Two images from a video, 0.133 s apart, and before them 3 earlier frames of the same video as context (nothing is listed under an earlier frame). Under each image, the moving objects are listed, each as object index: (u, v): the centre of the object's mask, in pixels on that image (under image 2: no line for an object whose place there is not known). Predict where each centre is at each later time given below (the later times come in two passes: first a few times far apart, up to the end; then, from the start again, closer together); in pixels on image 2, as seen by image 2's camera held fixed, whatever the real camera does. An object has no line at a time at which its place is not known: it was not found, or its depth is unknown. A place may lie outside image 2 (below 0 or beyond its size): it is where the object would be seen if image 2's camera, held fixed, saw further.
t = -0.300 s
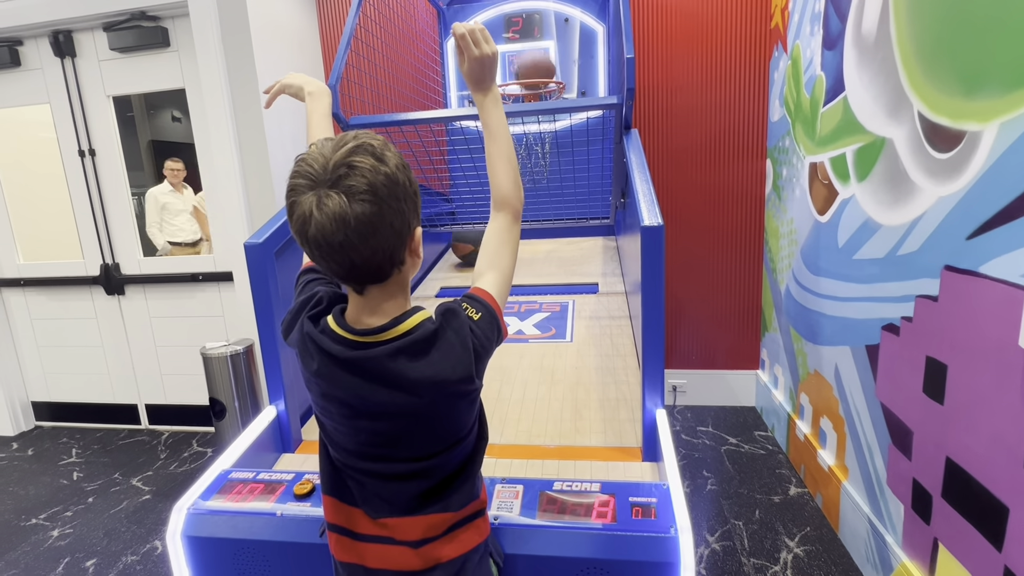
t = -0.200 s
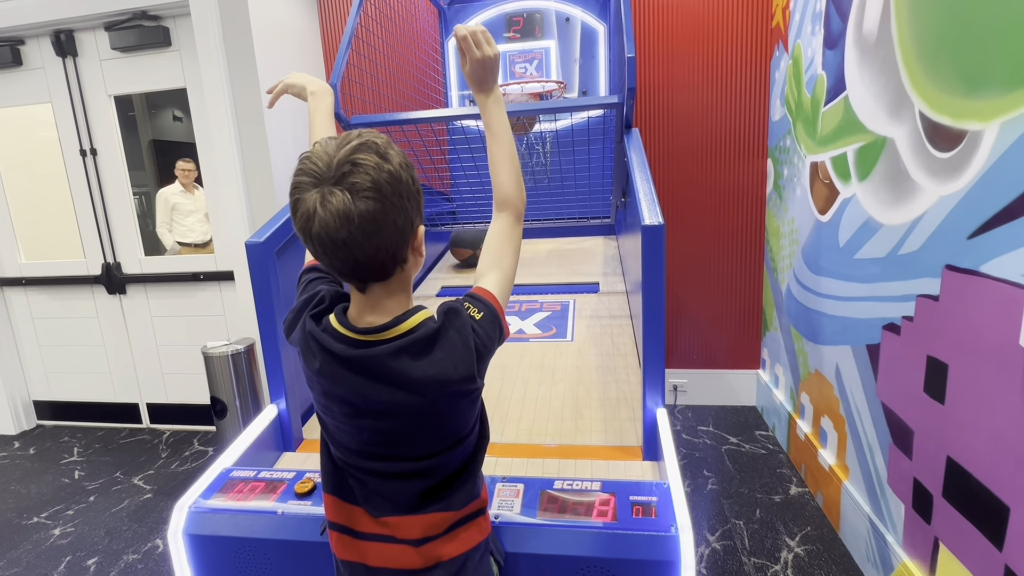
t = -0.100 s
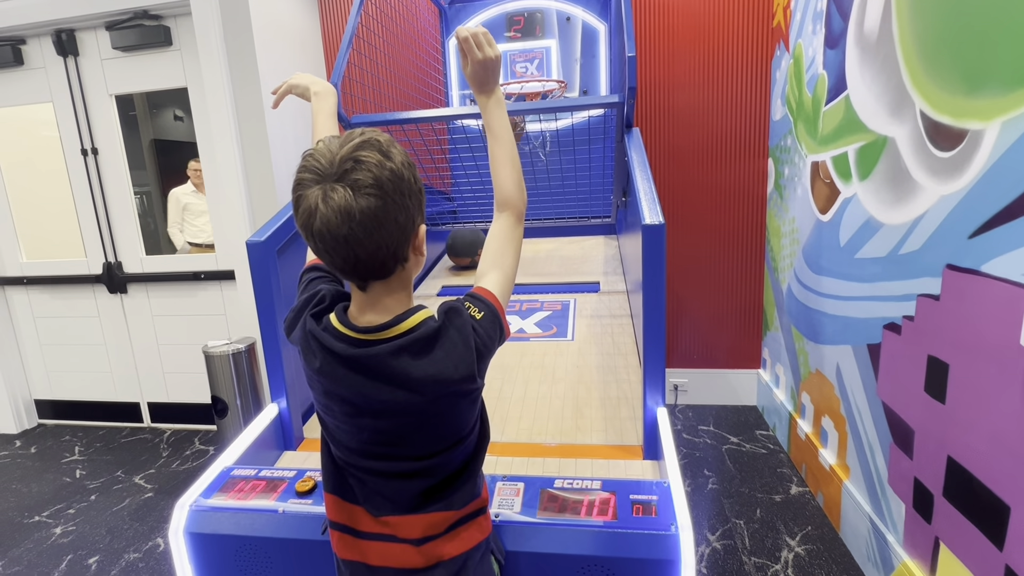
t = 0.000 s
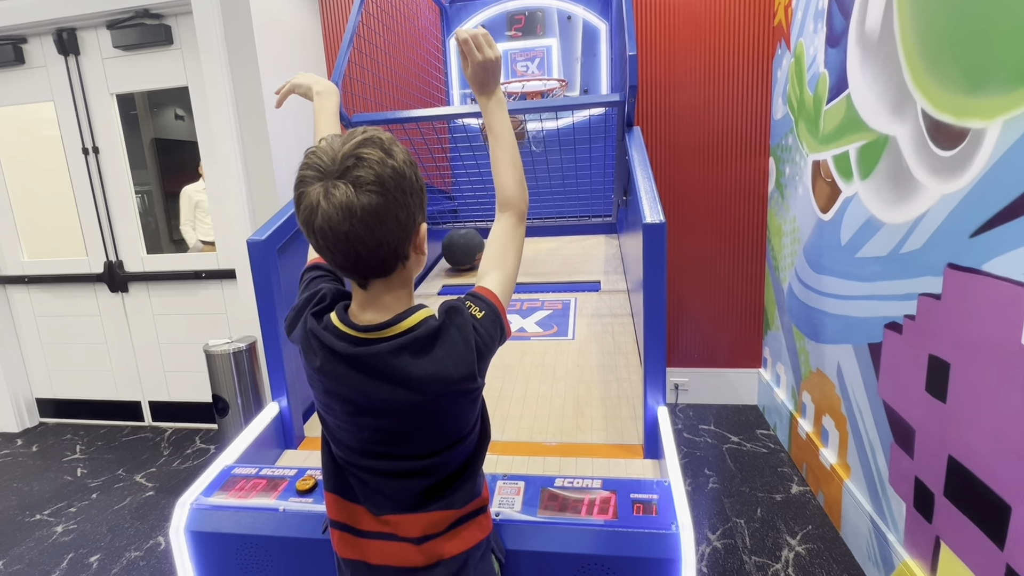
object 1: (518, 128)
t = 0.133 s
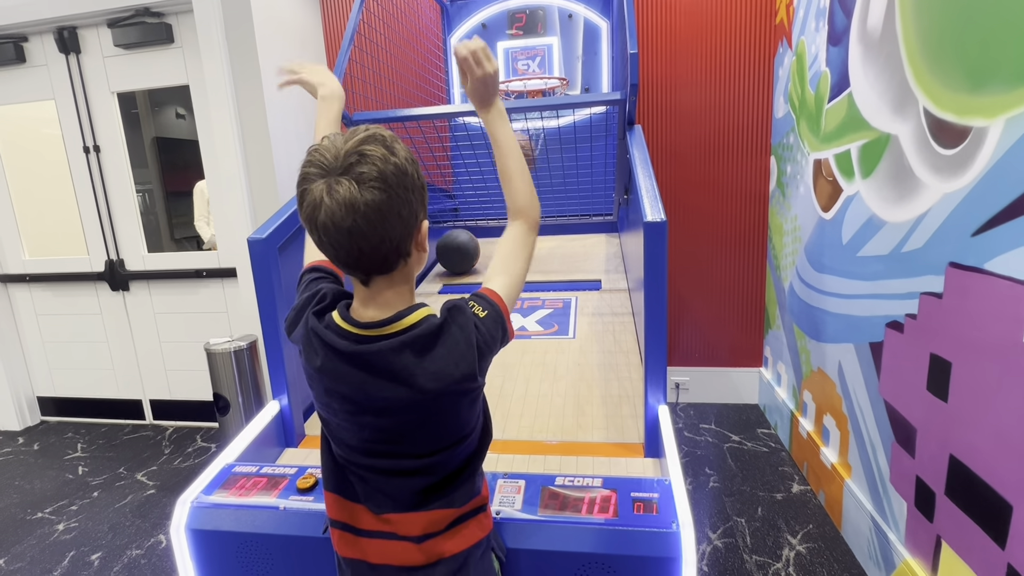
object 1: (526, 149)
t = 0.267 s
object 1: (538, 203)
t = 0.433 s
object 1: (536, 206)
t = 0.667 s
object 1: (549, 218)
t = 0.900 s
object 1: (559, 229)
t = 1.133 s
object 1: (570, 249)
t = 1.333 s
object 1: (580, 266)
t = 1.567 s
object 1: (594, 292)
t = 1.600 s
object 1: (596, 297)
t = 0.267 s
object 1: (538, 203)
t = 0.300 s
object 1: (539, 224)
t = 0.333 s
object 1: (533, 233)
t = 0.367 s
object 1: (534, 222)
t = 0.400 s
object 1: (535, 213)
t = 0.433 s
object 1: (536, 206)
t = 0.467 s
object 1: (538, 200)
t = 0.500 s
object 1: (540, 198)
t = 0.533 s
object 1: (541, 197)
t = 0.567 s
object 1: (543, 198)
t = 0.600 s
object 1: (545, 203)
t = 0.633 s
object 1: (547, 210)
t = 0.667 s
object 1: (549, 218)
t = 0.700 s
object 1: (551, 228)
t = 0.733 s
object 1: (553, 244)
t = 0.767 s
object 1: (555, 244)
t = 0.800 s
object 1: (556, 238)
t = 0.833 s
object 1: (557, 231)
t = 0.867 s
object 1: (558, 229)
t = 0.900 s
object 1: (559, 229)
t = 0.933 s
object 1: (561, 236)
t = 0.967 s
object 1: (562, 239)
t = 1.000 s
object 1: (564, 244)
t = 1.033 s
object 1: (566, 253)
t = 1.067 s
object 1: (567, 252)
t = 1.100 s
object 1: (569, 250)
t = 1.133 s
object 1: (570, 249)
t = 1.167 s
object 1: (572, 251)
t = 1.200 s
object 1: (574, 255)
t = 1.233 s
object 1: (575, 263)
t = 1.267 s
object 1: (577, 267)
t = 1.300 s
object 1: (579, 265)
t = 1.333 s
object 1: (580, 266)
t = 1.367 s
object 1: (582, 269)
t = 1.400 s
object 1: (584, 276)
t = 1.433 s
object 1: (585, 279)
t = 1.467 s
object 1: (587, 280)
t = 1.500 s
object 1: (589, 284)
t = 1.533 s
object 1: (592, 290)
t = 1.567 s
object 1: (594, 292)
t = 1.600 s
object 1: (596, 297)
